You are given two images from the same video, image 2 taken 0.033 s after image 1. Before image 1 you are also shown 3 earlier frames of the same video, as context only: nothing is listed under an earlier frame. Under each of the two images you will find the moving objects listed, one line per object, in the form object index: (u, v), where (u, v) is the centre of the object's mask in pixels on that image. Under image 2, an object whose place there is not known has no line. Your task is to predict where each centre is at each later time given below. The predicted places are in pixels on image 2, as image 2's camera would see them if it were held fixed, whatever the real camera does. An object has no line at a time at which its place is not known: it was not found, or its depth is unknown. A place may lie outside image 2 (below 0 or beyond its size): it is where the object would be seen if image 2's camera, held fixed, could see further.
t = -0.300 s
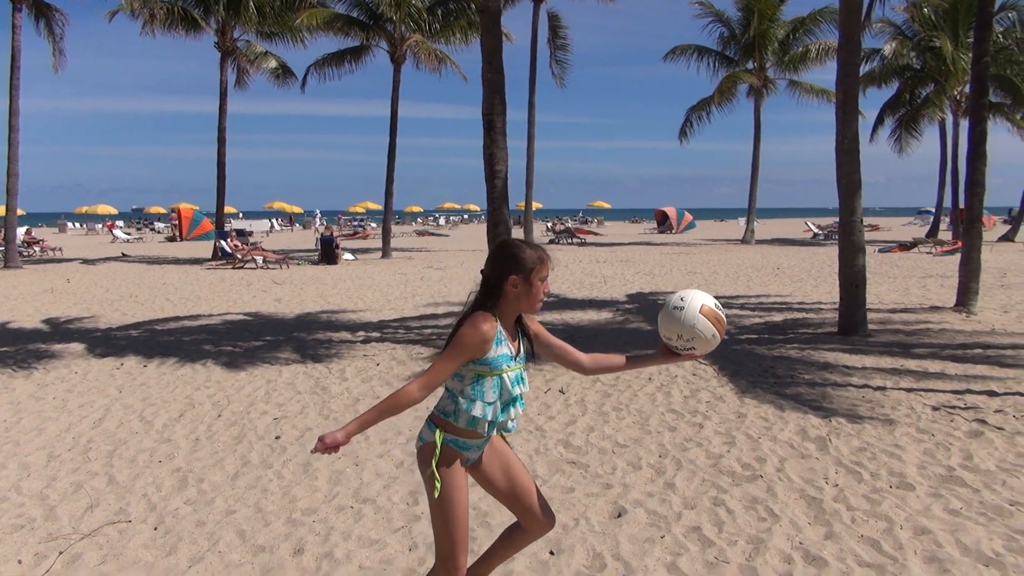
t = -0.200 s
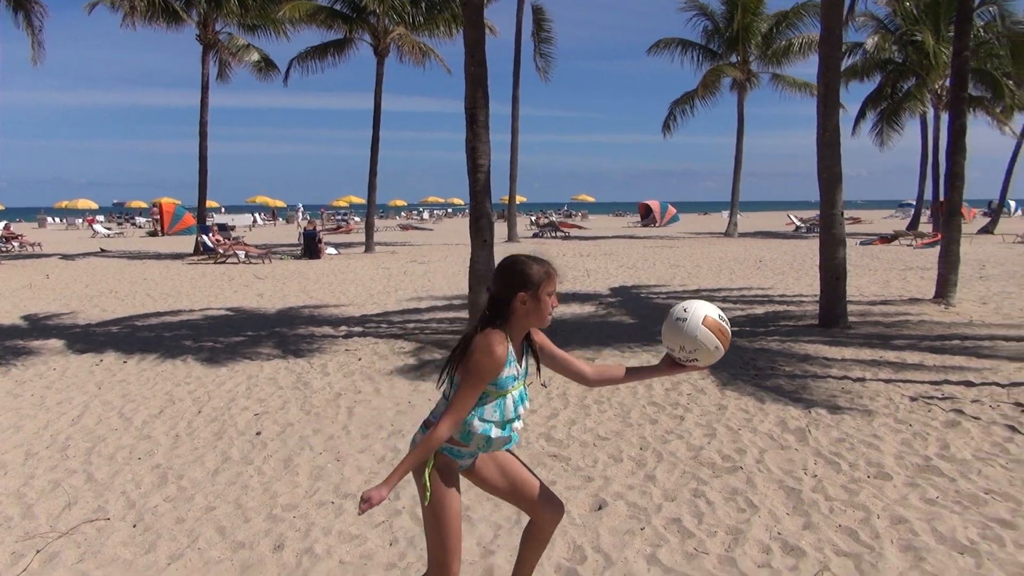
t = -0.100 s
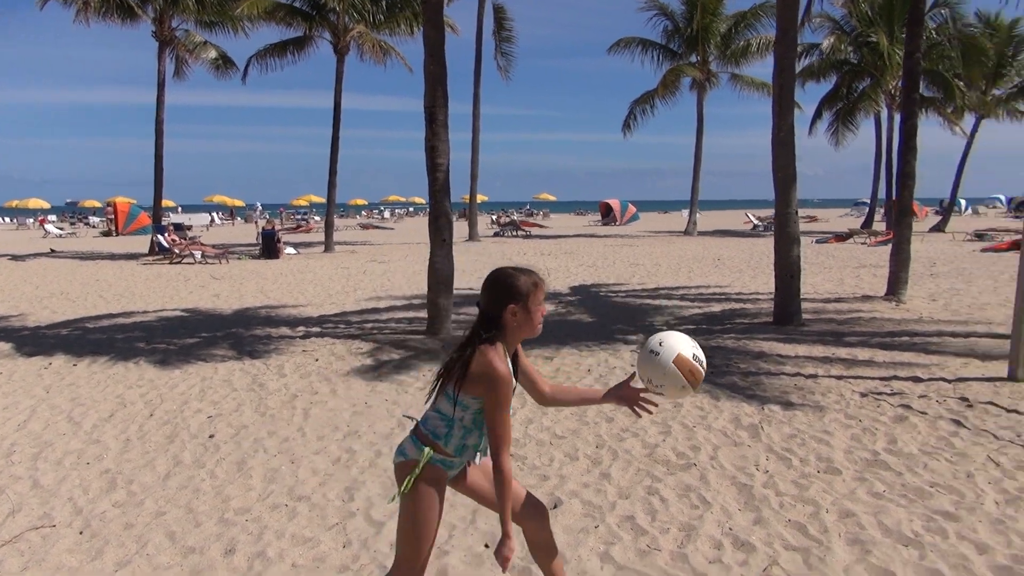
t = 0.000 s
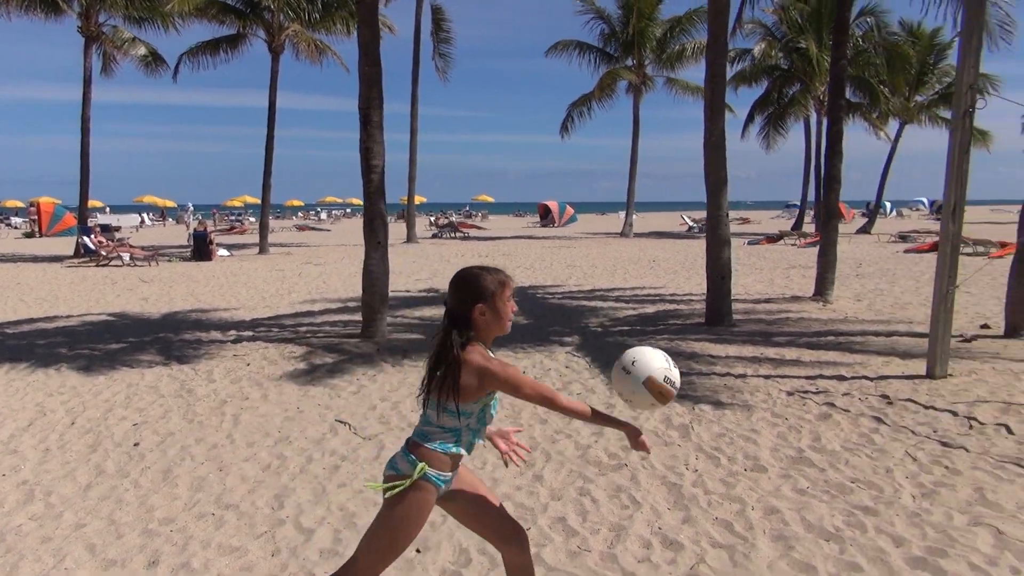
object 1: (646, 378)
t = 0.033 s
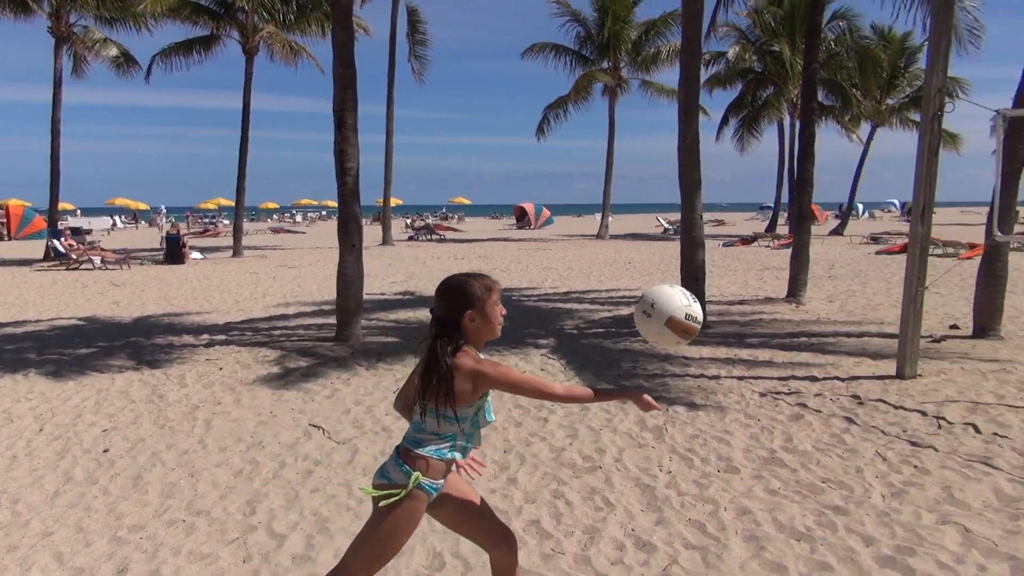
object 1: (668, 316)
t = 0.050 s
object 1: (692, 285)
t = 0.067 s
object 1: (715, 255)
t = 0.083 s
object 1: (734, 227)
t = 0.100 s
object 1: (755, 199)
